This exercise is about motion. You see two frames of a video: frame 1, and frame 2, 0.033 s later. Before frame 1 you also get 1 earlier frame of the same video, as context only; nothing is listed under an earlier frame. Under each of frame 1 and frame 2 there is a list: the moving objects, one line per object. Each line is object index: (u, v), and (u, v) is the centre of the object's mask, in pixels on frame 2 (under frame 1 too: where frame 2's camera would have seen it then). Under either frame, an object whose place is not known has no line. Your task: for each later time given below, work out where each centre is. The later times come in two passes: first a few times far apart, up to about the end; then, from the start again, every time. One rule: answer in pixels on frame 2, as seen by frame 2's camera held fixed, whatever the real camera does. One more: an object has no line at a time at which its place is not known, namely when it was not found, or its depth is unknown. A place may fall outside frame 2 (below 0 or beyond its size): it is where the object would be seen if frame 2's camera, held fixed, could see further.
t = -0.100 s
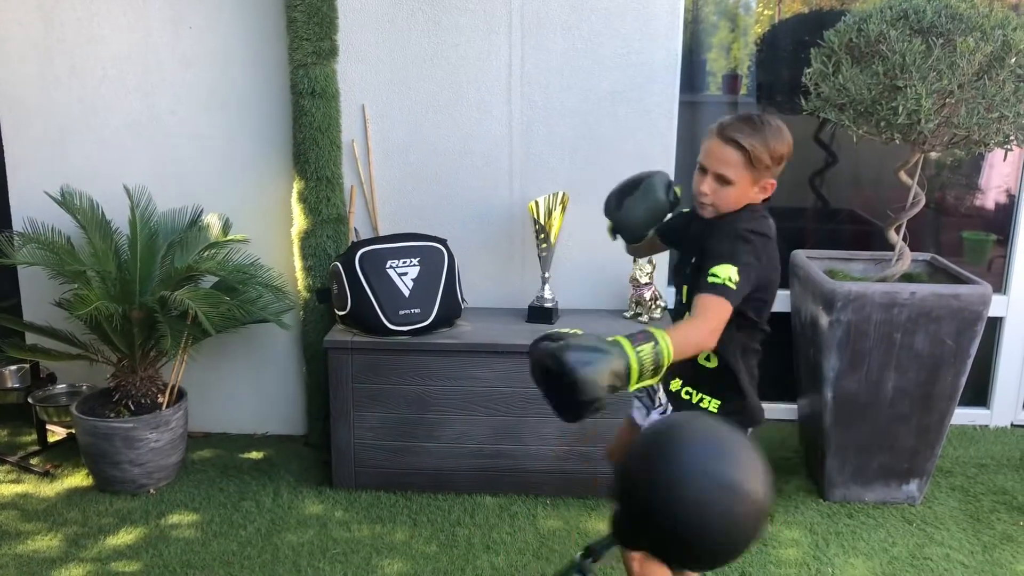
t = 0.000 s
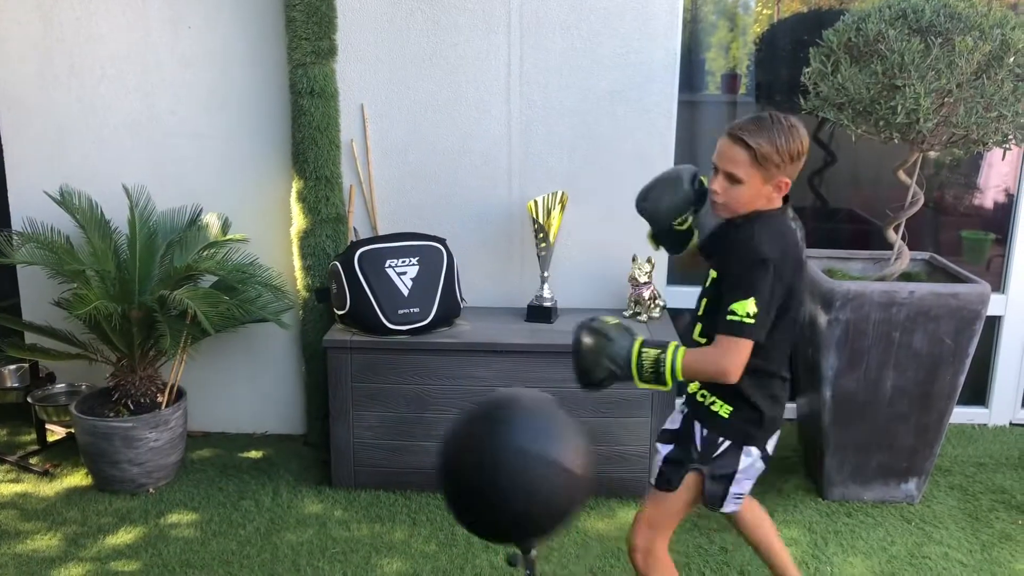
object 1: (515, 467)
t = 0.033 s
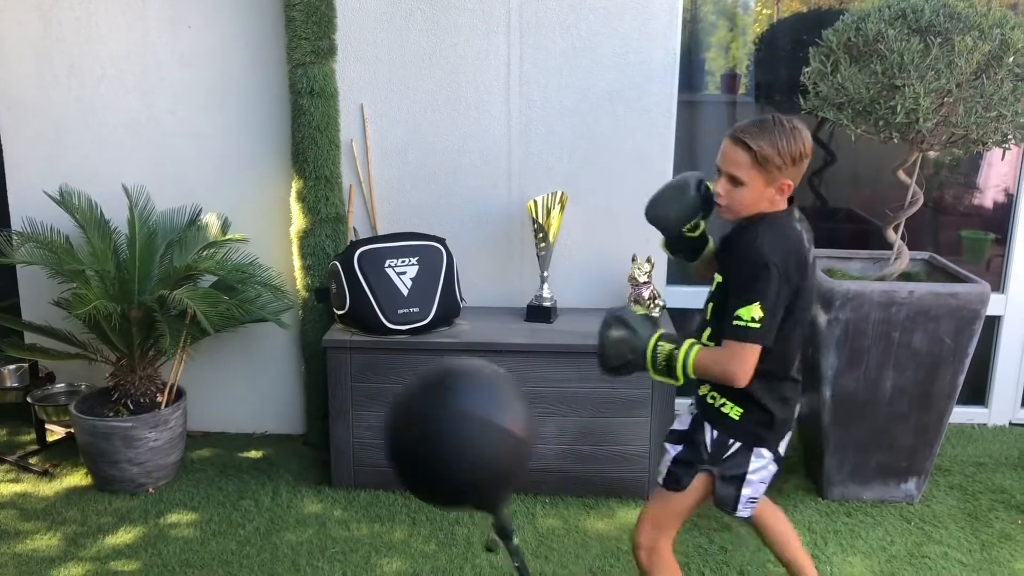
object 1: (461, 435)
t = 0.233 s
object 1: (339, 233)
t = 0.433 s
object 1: (463, 213)
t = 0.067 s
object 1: (415, 400)
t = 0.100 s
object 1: (379, 359)
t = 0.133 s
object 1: (355, 322)
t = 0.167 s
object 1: (341, 286)
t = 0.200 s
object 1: (336, 257)
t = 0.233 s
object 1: (339, 233)
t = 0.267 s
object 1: (350, 216)
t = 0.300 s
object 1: (367, 205)
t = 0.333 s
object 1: (388, 202)
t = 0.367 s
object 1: (412, 204)
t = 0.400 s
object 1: (437, 207)
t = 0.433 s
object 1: (463, 213)
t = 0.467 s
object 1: (488, 220)
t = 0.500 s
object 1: (514, 227)
